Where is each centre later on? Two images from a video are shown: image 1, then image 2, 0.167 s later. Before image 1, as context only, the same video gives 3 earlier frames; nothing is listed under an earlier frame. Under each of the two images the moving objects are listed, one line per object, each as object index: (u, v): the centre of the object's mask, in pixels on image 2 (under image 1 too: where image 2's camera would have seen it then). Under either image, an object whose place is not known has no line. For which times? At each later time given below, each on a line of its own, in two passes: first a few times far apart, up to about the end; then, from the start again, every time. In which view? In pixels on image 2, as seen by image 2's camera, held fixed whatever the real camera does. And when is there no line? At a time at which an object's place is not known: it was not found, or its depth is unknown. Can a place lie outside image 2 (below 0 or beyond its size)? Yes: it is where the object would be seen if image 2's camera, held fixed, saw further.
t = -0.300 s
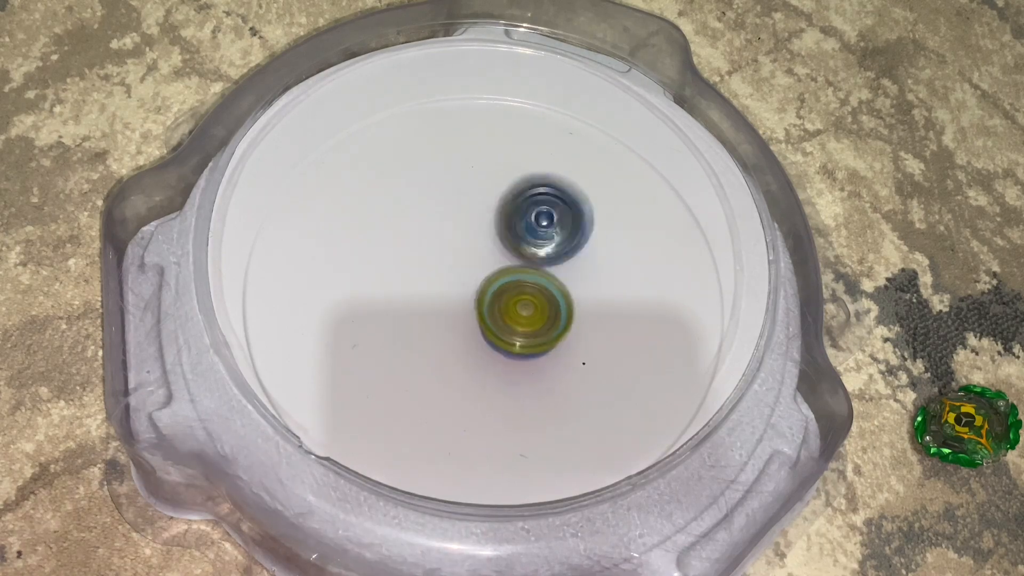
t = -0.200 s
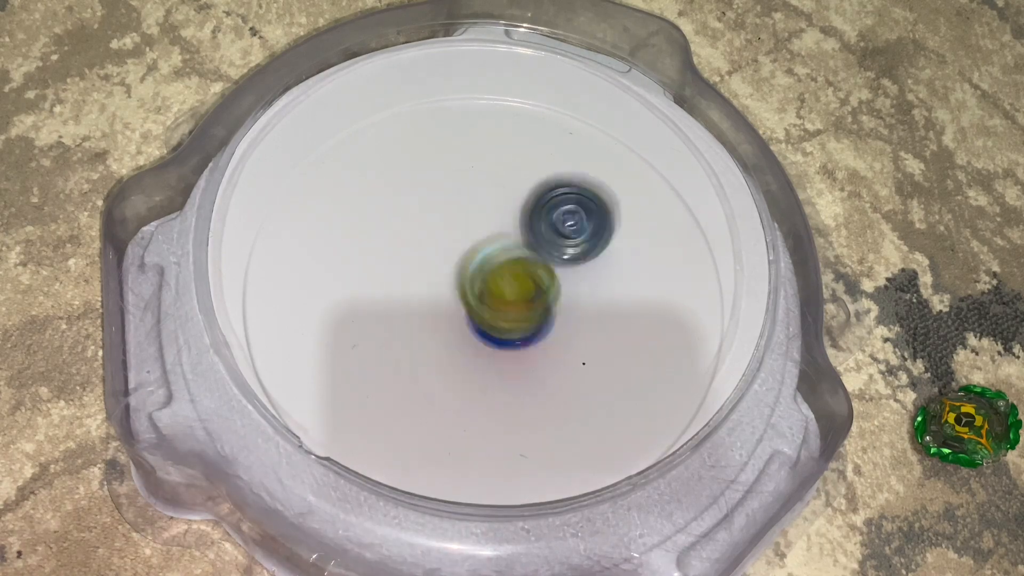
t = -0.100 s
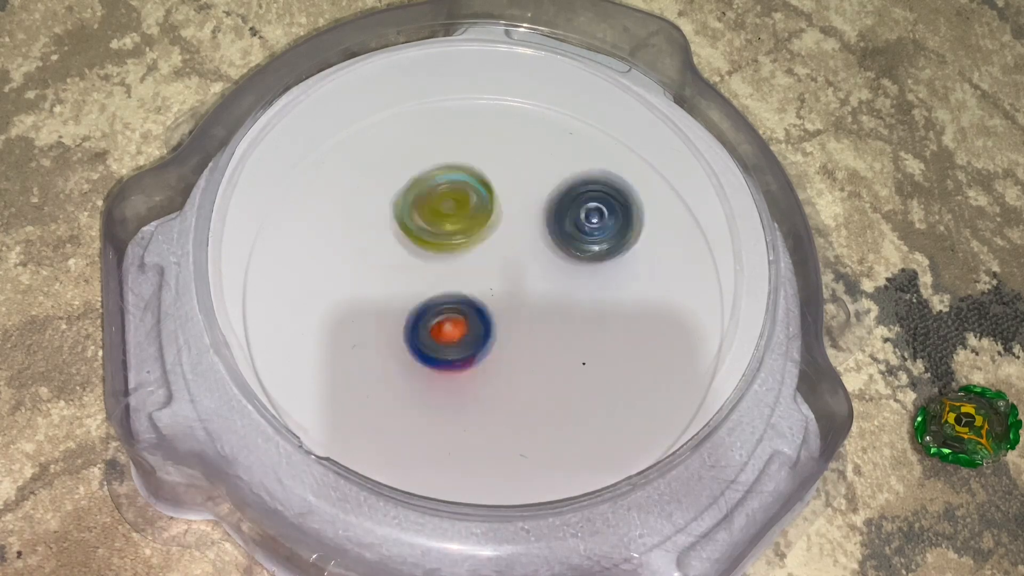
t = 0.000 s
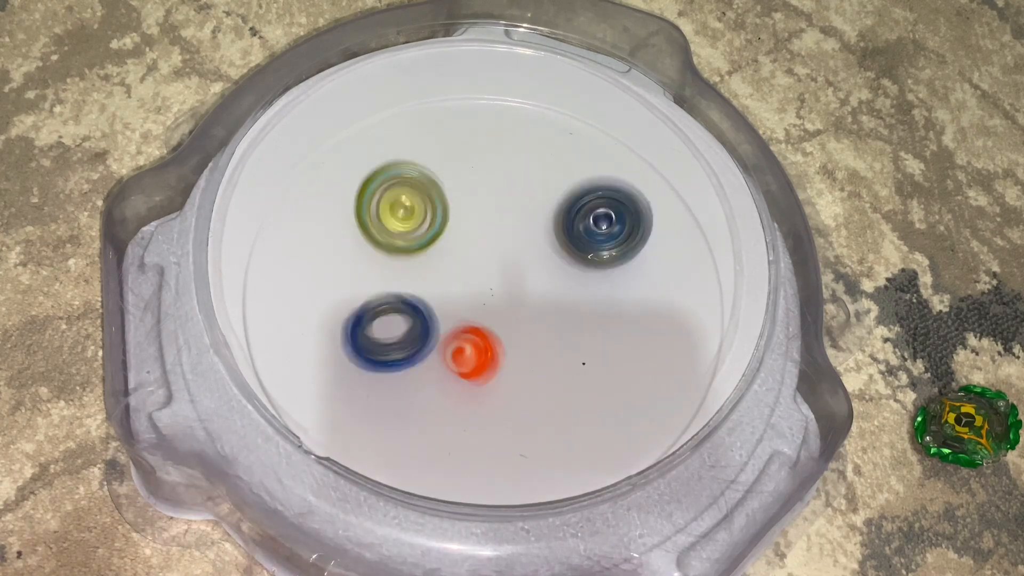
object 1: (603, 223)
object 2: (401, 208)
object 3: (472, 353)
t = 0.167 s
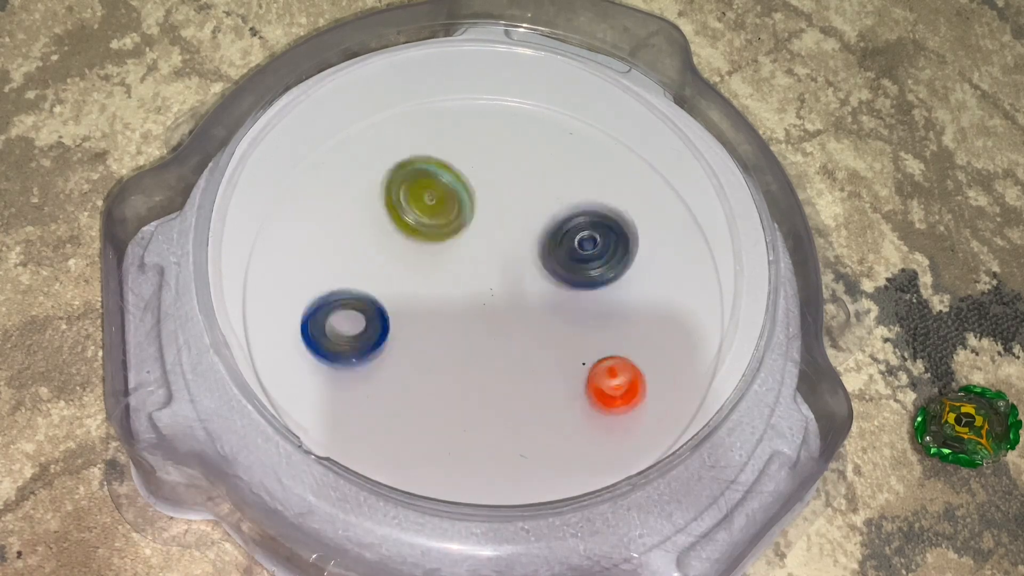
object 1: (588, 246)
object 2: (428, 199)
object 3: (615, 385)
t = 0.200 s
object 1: (582, 252)
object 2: (438, 206)
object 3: (631, 379)
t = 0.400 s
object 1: (521, 313)
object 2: (493, 170)
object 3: (639, 357)
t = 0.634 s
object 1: (440, 380)
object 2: (503, 39)
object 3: (600, 290)
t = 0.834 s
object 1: (403, 376)
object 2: (501, 70)
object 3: (629, 283)
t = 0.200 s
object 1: (582, 252)
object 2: (438, 206)
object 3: (631, 379)
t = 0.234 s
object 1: (574, 259)
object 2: (447, 212)
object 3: (638, 375)
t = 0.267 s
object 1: (564, 265)
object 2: (455, 216)
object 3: (643, 372)
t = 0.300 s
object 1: (554, 273)
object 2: (462, 230)
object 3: (645, 370)
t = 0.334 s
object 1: (545, 281)
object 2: (476, 234)
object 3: (644, 366)
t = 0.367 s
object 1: (535, 293)
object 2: (488, 223)
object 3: (642, 361)
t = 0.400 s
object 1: (521, 313)
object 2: (493, 170)
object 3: (639, 357)
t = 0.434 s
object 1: (510, 328)
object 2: (496, 123)
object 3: (635, 350)
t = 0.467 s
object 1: (501, 340)
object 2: (499, 84)
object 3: (630, 342)
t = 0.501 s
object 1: (487, 350)
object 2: (502, 59)
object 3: (623, 333)
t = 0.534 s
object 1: (475, 359)
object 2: (506, 38)
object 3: (617, 323)
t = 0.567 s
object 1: (463, 366)
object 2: (505, 36)
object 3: (611, 313)
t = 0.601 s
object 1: (450, 373)
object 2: (503, 37)
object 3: (605, 301)
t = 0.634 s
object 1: (440, 380)
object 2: (503, 39)
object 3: (600, 290)
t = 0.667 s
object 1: (431, 382)
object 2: (502, 41)
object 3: (595, 279)
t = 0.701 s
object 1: (422, 384)
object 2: (501, 46)
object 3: (604, 275)
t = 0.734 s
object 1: (416, 384)
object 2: (500, 53)
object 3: (614, 278)
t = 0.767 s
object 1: (411, 382)
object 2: (501, 61)
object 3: (620, 278)
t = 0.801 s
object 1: (406, 380)
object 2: (501, 65)
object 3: (625, 281)
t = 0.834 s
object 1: (403, 376)
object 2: (501, 70)
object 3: (629, 283)
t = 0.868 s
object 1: (400, 371)
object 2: (501, 74)
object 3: (630, 286)
